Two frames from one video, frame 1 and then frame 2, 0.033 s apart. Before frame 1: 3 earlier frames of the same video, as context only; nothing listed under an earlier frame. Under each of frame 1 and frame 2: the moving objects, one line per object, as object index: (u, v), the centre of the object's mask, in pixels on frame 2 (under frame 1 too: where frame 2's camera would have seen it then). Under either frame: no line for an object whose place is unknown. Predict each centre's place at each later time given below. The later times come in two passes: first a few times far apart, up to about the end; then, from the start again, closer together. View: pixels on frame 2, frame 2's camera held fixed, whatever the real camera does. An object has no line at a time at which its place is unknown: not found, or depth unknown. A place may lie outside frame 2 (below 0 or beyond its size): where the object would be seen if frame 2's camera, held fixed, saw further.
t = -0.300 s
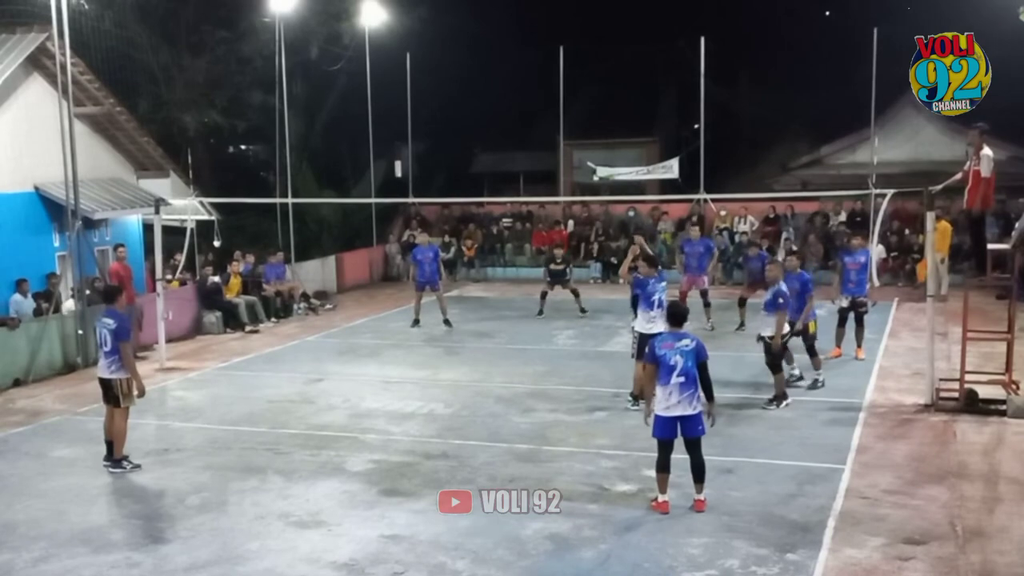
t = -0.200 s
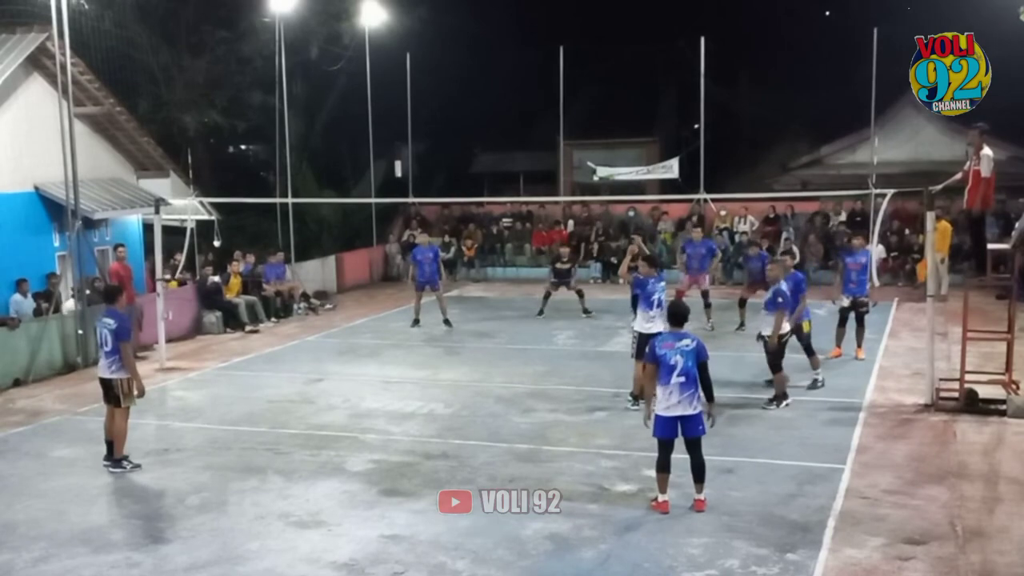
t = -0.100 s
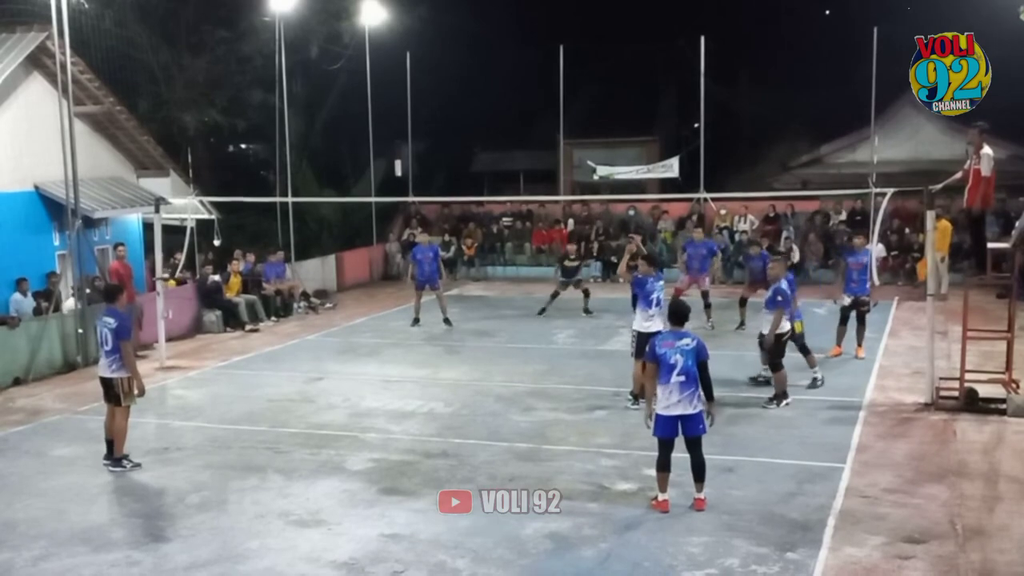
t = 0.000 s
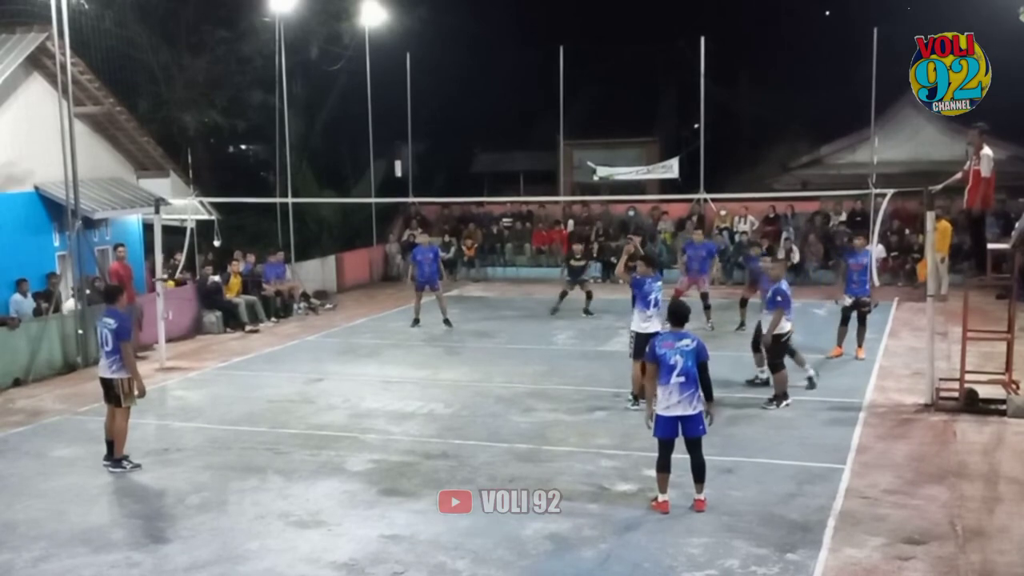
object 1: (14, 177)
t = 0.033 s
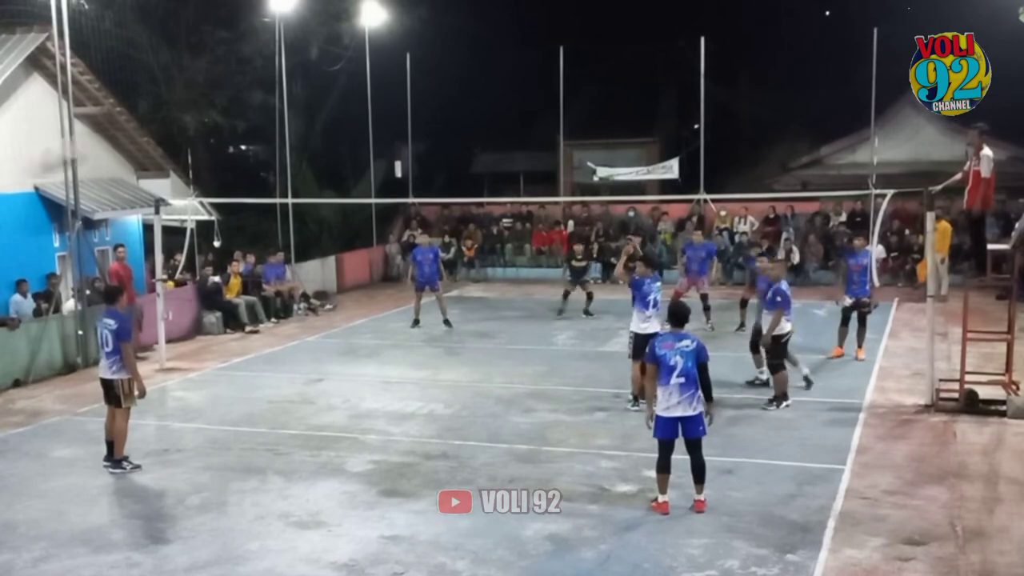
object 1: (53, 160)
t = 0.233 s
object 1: (299, 101)
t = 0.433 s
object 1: (443, 107)
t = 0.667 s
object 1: (544, 149)
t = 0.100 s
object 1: (154, 126)
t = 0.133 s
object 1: (194, 119)
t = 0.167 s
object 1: (229, 112)
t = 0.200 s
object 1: (261, 105)
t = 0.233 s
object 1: (299, 101)
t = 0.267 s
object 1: (326, 99)
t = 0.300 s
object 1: (353, 98)
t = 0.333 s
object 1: (380, 98)
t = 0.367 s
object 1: (401, 101)
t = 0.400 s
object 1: (423, 103)
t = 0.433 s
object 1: (443, 107)
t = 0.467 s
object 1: (460, 111)
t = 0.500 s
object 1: (477, 117)
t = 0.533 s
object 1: (493, 122)
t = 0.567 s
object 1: (507, 128)
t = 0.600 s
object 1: (520, 135)
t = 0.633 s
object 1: (533, 142)
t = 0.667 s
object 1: (544, 149)
